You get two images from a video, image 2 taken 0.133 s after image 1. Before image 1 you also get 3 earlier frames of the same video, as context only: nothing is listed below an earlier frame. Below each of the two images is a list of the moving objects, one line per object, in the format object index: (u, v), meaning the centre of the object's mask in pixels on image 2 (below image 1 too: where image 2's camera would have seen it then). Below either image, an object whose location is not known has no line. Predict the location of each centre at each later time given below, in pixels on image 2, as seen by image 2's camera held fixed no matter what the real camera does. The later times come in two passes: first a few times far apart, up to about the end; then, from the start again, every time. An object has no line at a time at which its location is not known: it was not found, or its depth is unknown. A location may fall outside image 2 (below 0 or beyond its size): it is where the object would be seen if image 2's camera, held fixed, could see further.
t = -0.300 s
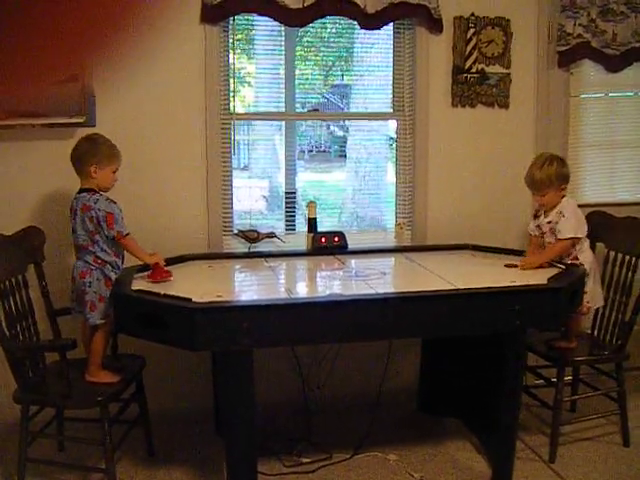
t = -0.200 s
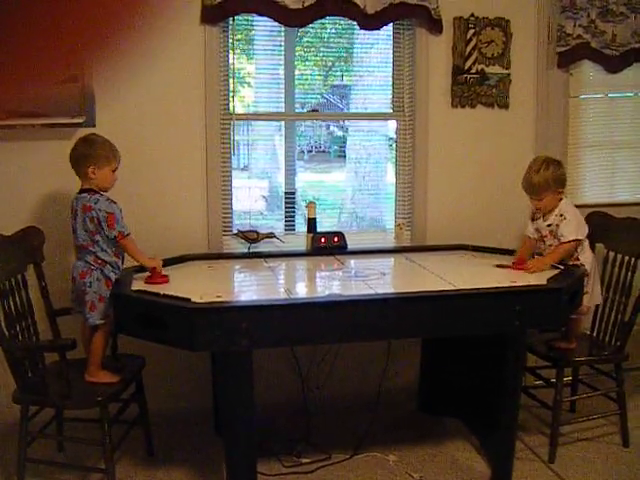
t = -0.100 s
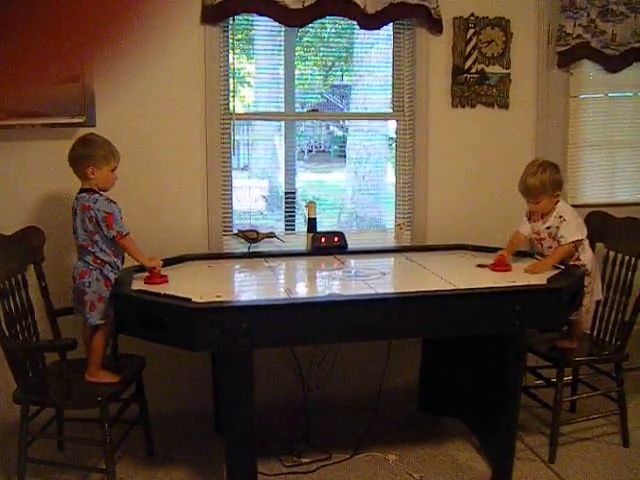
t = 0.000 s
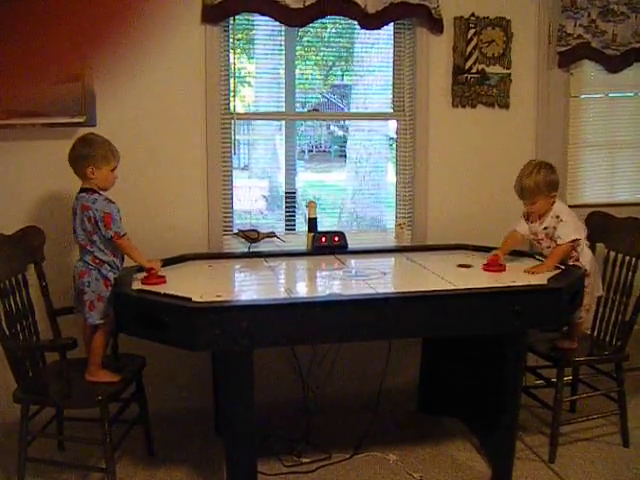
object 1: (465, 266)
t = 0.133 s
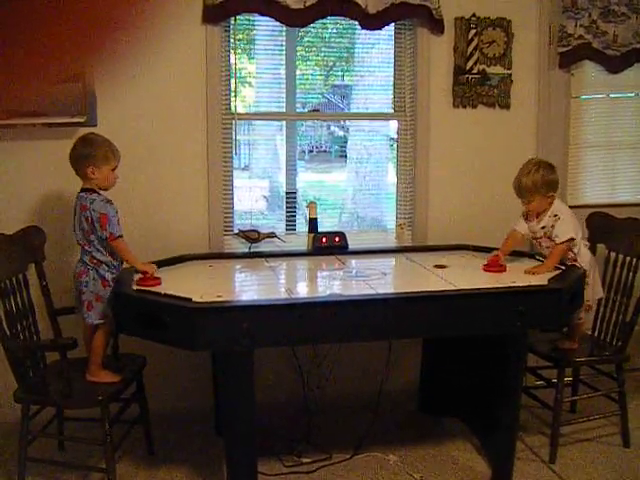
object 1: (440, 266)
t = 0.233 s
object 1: (422, 266)
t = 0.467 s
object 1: (379, 267)
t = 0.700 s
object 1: (336, 267)
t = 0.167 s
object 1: (434, 266)
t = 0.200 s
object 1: (428, 266)
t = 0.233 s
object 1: (422, 266)
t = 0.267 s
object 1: (416, 266)
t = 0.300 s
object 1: (410, 266)
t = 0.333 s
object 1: (404, 266)
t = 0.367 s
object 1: (398, 266)
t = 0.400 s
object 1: (391, 267)
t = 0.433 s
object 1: (385, 267)
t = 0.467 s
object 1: (379, 267)
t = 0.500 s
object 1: (372, 267)
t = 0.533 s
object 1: (367, 267)
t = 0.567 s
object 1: (360, 267)
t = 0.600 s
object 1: (355, 267)
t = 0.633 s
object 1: (349, 267)
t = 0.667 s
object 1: (342, 267)
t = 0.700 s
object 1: (336, 267)
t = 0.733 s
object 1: (332, 267)
